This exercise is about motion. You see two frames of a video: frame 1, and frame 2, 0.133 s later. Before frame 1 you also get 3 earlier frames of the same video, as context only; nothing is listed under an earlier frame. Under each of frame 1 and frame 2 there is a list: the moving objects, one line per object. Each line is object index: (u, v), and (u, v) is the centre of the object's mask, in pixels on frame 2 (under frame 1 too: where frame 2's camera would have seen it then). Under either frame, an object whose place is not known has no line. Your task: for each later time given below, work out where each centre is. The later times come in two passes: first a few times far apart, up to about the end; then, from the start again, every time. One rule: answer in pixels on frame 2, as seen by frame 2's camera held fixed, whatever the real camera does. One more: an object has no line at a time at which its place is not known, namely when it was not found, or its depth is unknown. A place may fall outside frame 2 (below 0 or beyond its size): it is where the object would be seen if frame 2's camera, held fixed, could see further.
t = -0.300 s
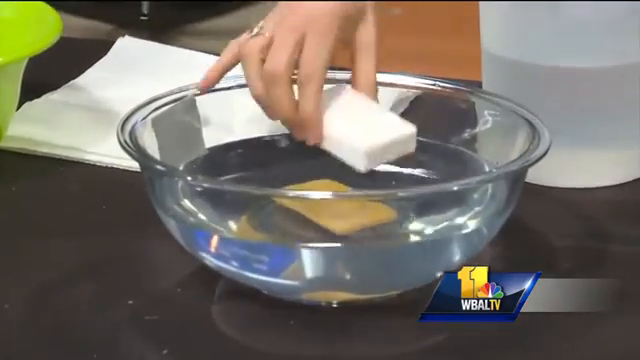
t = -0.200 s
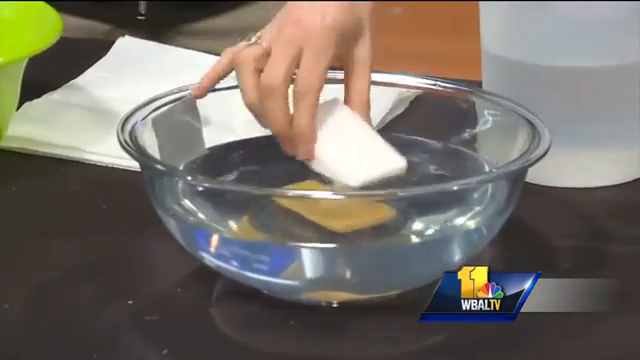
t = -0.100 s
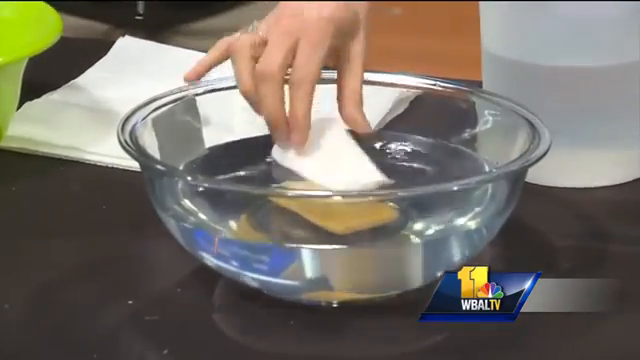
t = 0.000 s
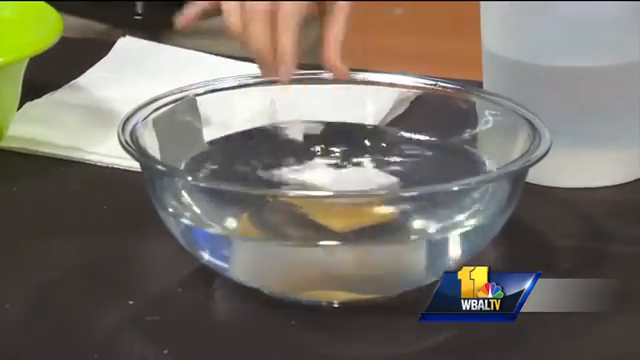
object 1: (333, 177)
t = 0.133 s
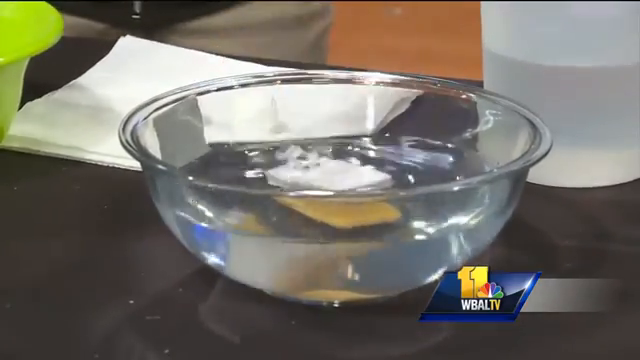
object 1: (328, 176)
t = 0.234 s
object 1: (343, 172)
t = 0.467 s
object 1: (328, 166)
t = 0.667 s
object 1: (333, 172)
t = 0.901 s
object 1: (324, 170)
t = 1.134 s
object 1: (328, 170)
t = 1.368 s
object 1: (323, 171)
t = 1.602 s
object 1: (320, 172)
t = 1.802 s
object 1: (323, 171)
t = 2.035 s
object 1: (318, 172)
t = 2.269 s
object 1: (317, 172)
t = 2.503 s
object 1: (318, 172)
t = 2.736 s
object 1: (314, 172)
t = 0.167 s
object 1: (329, 174)
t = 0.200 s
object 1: (332, 172)
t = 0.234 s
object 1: (343, 172)
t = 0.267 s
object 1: (339, 172)
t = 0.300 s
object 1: (338, 173)
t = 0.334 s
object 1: (337, 174)
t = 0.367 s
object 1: (332, 171)
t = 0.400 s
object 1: (325, 167)
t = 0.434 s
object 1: (328, 167)
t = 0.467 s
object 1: (328, 166)
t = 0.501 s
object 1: (328, 166)
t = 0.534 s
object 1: (329, 167)
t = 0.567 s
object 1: (331, 168)
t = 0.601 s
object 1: (332, 170)
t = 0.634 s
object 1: (334, 171)
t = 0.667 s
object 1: (333, 172)
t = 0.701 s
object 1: (330, 173)
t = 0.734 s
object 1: (326, 171)
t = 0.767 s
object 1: (325, 170)
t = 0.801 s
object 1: (324, 171)
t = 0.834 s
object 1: (324, 170)
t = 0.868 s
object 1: (323, 170)
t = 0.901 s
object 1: (324, 170)
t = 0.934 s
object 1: (325, 171)
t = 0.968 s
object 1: (326, 172)
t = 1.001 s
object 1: (325, 171)
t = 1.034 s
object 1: (327, 171)
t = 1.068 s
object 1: (328, 171)
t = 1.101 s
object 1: (329, 171)
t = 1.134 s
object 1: (328, 170)
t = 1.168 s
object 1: (327, 170)
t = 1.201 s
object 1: (325, 169)
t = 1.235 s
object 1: (324, 169)
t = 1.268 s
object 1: (323, 169)
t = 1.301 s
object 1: (322, 170)
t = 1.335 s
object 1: (322, 170)
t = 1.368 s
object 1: (323, 171)
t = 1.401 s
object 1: (322, 171)
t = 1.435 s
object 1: (321, 171)
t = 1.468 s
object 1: (321, 171)
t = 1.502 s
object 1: (320, 171)
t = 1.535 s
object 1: (320, 172)
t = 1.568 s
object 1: (320, 172)
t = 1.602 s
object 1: (320, 172)
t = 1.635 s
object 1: (321, 173)
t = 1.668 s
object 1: (321, 174)
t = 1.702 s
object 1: (322, 173)
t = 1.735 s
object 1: (324, 173)
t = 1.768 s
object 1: (323, 172)
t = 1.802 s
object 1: (323, 171)
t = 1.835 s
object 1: (322, 170)
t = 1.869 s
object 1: (321, 170)
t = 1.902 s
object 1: (320, 169)
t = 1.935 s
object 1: (320, 170)
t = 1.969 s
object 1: (320, 170)
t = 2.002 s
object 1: (319, 171)
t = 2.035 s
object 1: (318, 172)
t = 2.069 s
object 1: (318, 173)
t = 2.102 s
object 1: (317, 172)
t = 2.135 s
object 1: (317, 172)
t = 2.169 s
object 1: (317, 172)
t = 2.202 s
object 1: (317, 172)
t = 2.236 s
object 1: (316, 173)
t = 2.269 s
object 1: (317, 172)
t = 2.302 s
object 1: (317, 172)
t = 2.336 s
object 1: (317, 173)
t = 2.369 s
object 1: (318, 173)
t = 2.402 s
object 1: (317, 173)
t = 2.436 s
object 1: (317, 172)
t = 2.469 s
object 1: (318, 172)
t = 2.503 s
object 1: (318, 172)
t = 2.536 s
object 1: (318, 172)
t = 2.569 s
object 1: (317, 171)
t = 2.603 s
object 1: (316, 171)
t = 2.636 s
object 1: (316, 172)
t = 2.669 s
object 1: (315, 172)
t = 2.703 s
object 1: (314, 171)
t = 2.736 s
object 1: (314, 172)
